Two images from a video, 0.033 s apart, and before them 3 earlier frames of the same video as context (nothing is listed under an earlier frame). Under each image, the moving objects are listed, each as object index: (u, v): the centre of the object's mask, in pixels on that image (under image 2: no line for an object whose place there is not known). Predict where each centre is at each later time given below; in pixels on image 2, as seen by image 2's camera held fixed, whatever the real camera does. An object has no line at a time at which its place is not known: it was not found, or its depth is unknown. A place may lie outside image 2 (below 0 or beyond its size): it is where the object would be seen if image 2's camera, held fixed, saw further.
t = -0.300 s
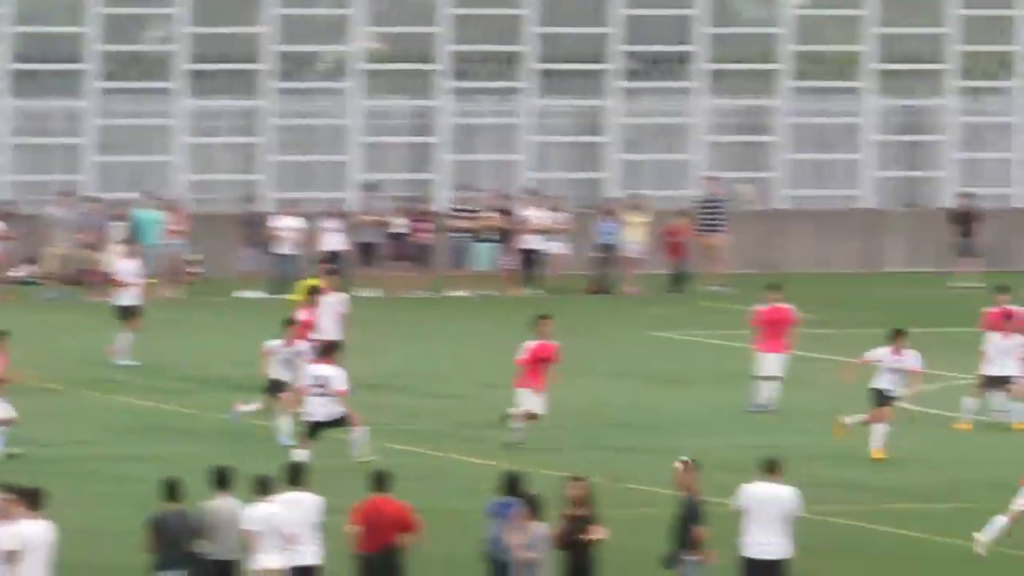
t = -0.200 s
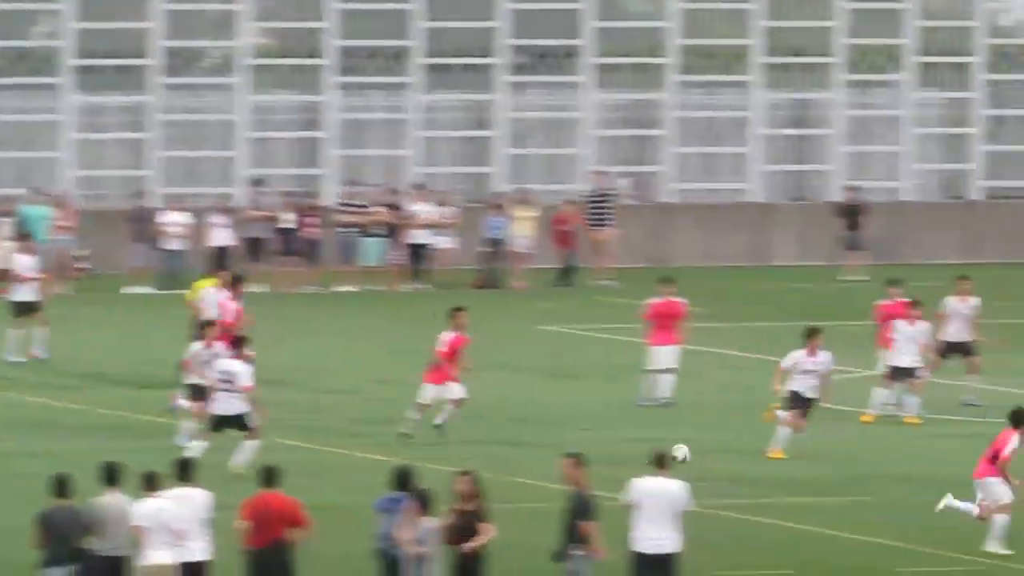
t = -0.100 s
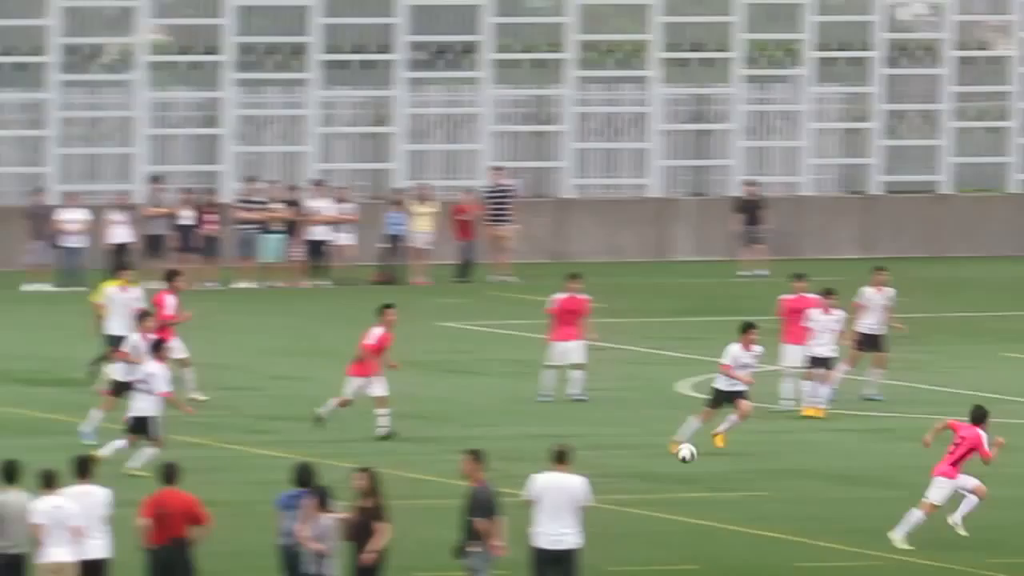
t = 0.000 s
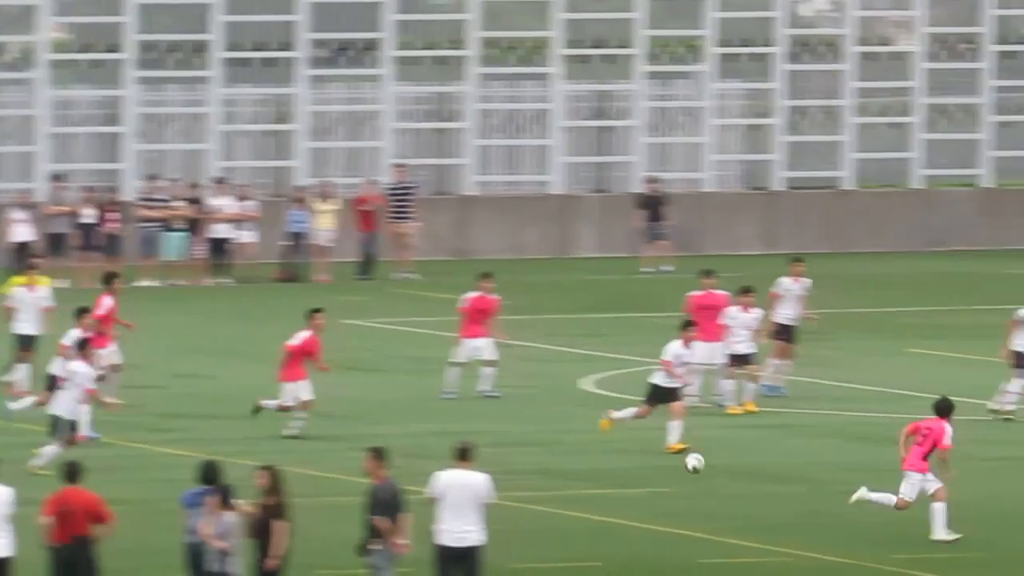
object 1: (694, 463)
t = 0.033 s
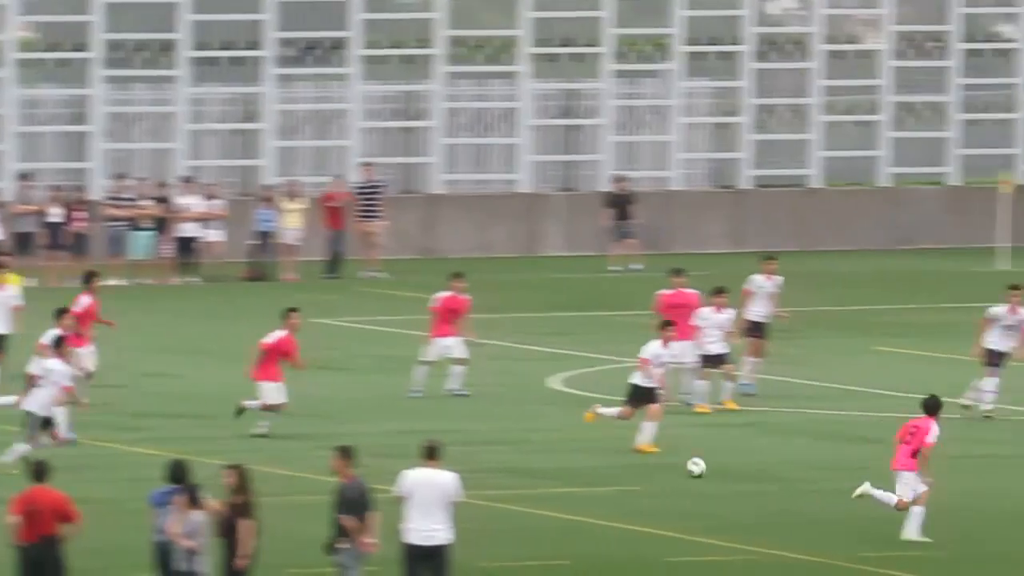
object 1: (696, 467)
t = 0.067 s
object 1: (728, 464)
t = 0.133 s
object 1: (788, 460)
